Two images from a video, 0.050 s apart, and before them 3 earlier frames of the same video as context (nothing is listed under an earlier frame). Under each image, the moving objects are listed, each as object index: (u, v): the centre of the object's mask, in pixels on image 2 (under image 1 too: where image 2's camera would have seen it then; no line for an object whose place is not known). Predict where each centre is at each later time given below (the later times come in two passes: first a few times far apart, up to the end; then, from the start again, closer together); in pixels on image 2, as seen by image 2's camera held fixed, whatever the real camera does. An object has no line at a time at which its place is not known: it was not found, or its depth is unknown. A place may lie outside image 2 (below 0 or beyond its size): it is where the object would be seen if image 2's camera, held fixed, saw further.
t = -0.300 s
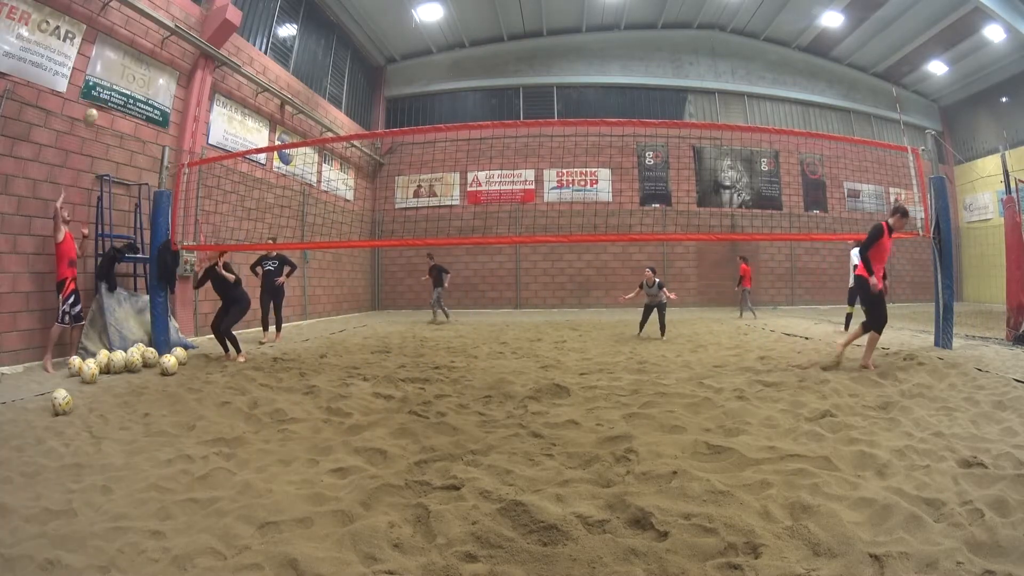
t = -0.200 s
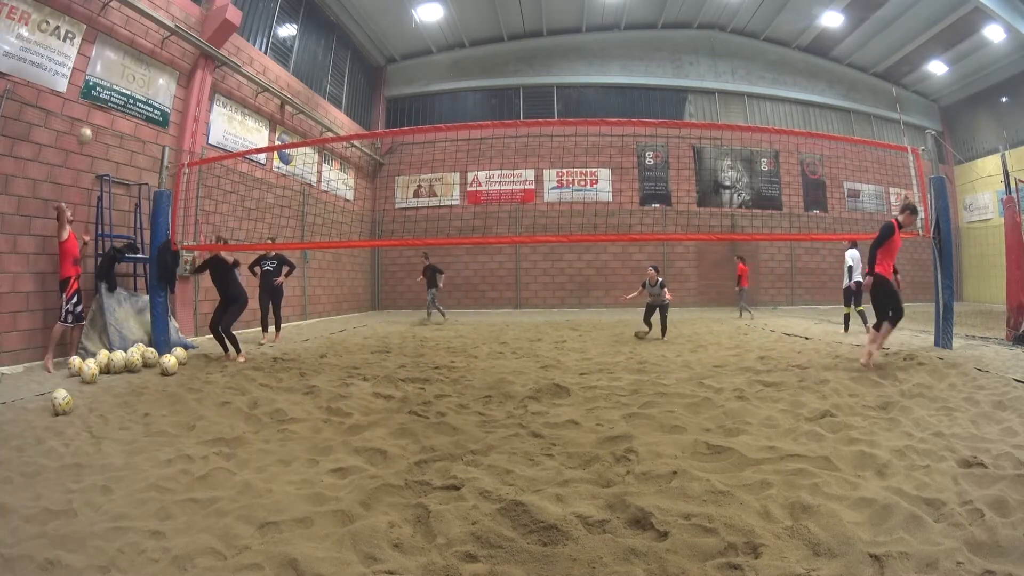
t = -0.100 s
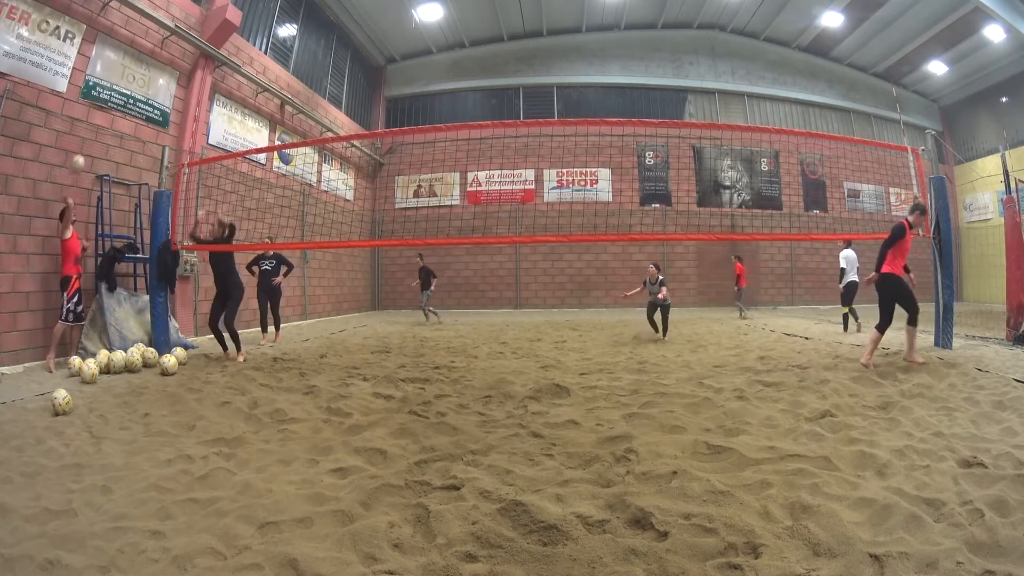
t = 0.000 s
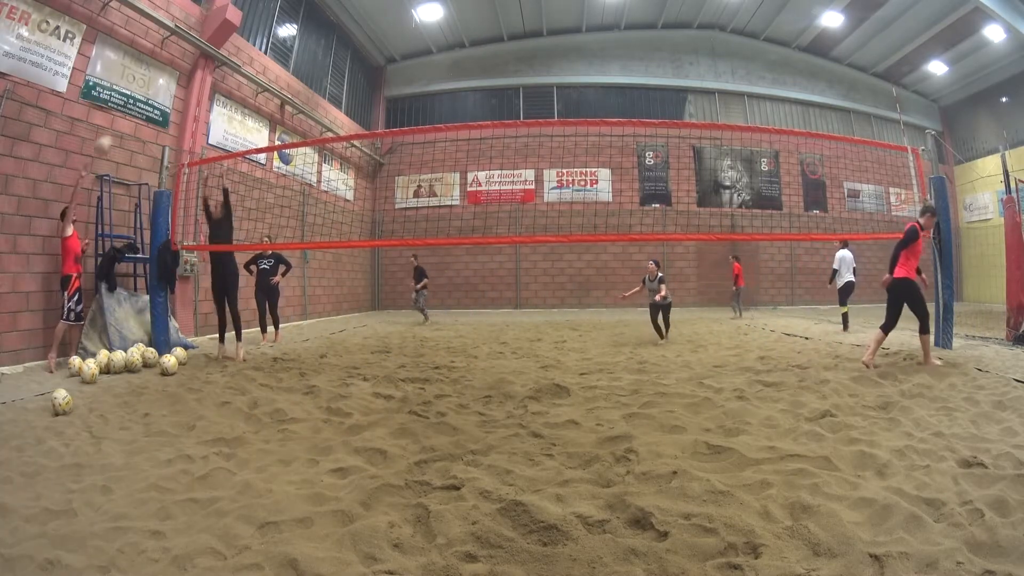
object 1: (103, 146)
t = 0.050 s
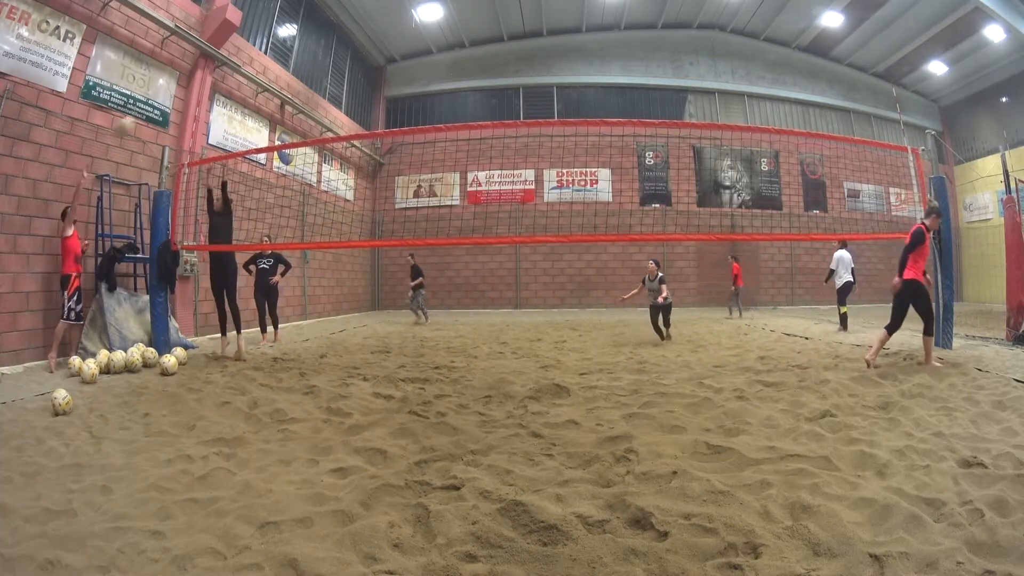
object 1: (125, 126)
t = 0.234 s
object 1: (220, 75)
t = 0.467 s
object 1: (359, 59)
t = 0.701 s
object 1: (516, 110)
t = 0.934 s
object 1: (628, 114)
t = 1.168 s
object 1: (738, 173)
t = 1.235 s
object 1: (770, 206)
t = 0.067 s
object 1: (133, 120)
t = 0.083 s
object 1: (141, 115)
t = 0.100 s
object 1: (147, 110)
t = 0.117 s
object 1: (156, 107)
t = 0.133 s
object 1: (165, 101)
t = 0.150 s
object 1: (175, 93)
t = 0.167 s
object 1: (182, 90)
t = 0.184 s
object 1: (192, 85)
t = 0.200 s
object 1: (199, 82)
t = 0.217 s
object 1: (211, 77)
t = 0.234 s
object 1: (220, 75)
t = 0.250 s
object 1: (227, 72)
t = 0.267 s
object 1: (237, 68)
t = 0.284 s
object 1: (247, 67)
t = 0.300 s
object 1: (256, 64)
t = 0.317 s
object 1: (267, 62)
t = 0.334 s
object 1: (278, 61)
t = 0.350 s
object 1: (286, 59)
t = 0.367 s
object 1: (297, 58)
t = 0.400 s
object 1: (319, 57)
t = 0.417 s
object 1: (328, 57)
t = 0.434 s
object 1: (338, 57)
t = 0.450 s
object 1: (348, 58)
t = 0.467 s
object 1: (359, 59)
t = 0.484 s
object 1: (370, 60)
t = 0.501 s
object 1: (381, 63)
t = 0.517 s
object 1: (391, 64)
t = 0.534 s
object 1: (404, 64)
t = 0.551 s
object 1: (415, 66)
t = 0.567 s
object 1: (426, 70)
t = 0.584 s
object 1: (437, 75)
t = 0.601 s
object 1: (449, 79)
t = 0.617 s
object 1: (459, 83)
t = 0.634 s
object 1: (472, 89)
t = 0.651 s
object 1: (483, 93)
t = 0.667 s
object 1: (494, 98)
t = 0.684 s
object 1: (506, 105)
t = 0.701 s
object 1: (516, 110)
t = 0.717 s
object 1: (525, 113)
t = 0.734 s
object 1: (534, 114)
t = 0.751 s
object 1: (541, 114)
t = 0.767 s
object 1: (549, 113)
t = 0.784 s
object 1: (558, 113)
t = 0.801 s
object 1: (565, 112)
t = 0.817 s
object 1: (573, 110)
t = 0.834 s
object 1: (580, 111)
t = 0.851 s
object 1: (588, 110)
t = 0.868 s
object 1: (596, 110)
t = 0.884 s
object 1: (603, 111)
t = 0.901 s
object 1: (611, 111)
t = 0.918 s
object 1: (620, 113)
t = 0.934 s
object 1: (628, 114)
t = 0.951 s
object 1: (635, 117)
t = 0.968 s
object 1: (643, 119)
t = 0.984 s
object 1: (651, 122)
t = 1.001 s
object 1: (659, 124)
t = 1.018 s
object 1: (667, 127)
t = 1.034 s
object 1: (676, 131)
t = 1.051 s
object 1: (683, 134)
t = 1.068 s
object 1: (691, 139)
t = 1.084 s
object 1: (700, 143)
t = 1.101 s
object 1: (707, 150)
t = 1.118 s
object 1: (714, 156)
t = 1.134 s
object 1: (722, 161)
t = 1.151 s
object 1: (729, 167)
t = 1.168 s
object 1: (738, 173)
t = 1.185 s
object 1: (747, 182)
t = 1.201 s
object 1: (755, 190)
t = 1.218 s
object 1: (762, 197)
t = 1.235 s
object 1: (770, 206)
